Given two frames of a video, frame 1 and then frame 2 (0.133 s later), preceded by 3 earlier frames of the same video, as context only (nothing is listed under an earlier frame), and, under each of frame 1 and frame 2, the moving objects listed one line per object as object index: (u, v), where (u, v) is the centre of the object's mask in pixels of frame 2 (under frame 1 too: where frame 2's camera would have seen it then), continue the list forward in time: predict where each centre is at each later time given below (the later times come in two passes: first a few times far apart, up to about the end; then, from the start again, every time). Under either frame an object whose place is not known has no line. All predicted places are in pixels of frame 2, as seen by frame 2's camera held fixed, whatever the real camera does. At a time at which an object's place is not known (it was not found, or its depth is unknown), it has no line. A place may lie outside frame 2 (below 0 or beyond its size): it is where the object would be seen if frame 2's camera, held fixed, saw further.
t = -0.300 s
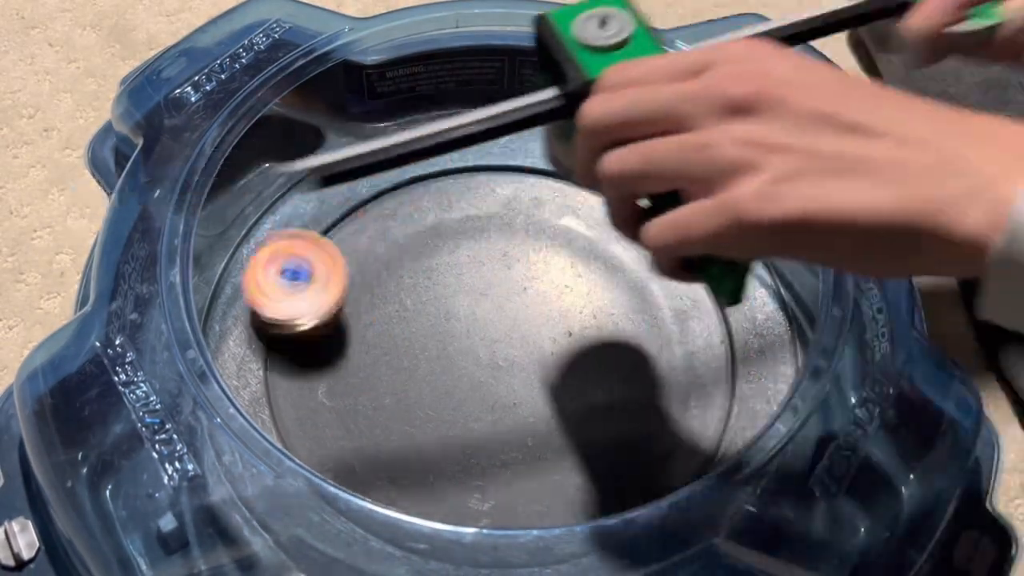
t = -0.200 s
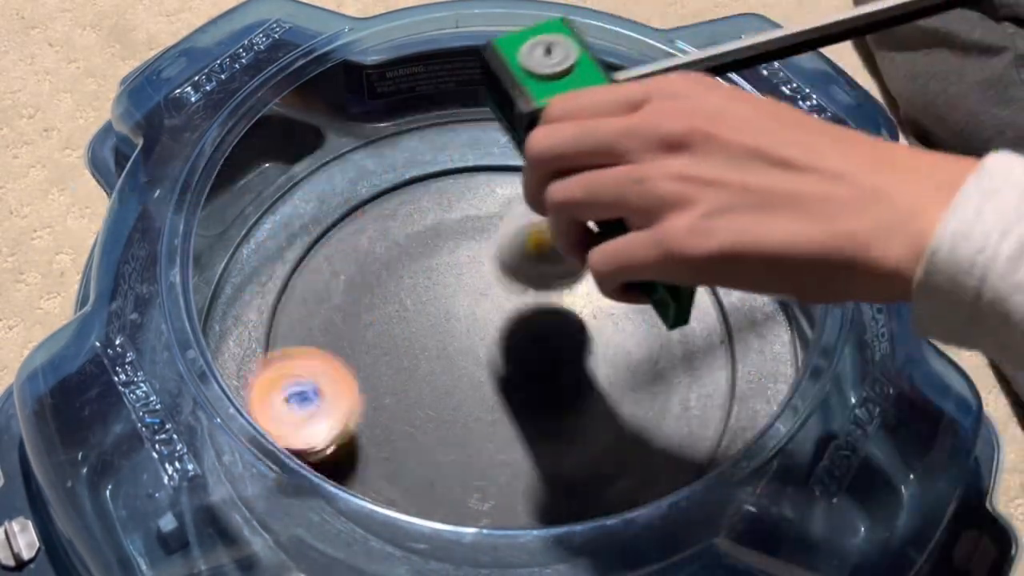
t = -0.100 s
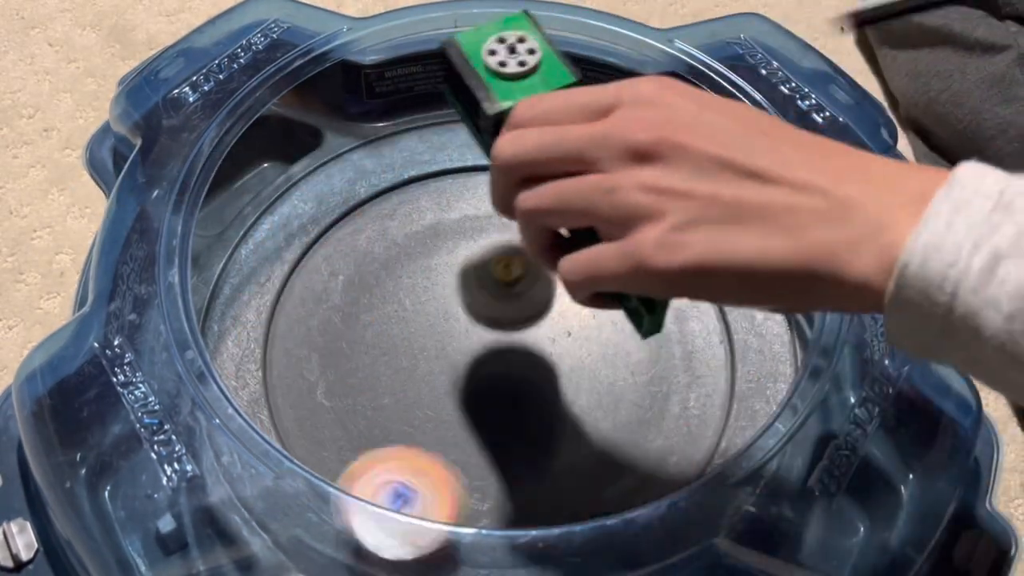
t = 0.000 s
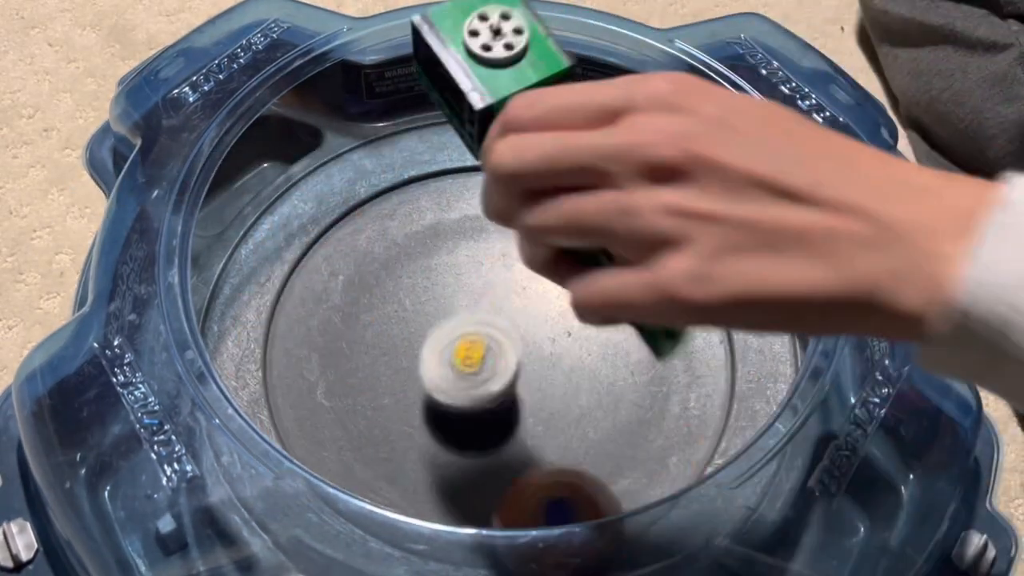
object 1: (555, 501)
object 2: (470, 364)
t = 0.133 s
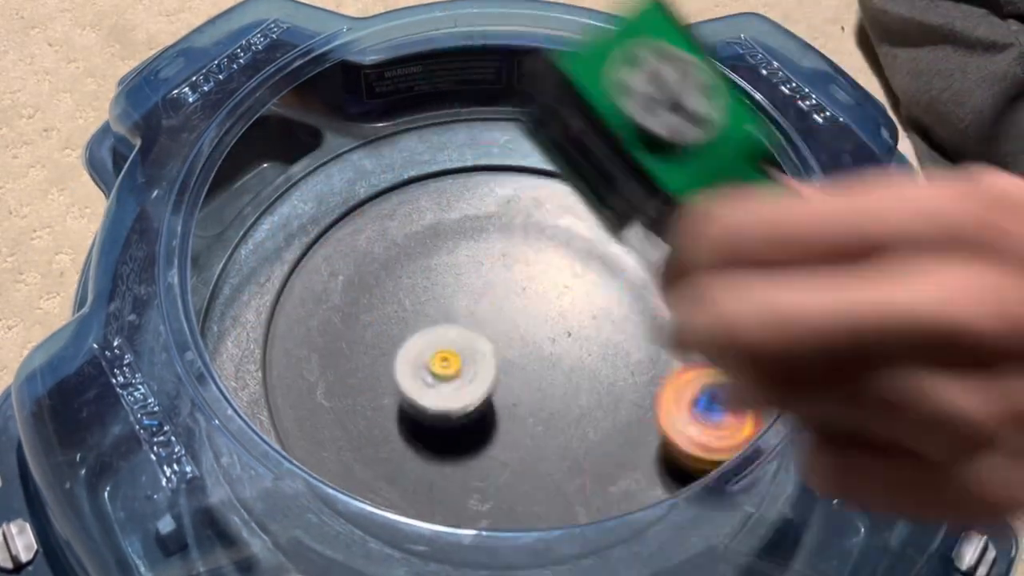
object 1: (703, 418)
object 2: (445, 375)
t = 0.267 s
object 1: (698, 271)
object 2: (450, 341)
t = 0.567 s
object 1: (385, 195)
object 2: (591, 327)
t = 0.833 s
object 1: (318, 437)
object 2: (490, 436)
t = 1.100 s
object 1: (650, 458)
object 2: (391, 247)
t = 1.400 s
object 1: (713, 329)
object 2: (545, 159)
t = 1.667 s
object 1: (532, 465)
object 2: (411, 247)
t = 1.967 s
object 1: (422, 462)
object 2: (401, 319)
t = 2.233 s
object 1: (500, 442)
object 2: (488, 207)
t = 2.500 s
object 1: (388, 359)
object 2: (625, 347)
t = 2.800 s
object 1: (300, 345)
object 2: (427, 382)
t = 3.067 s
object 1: (362, 325)
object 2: (655, 252)
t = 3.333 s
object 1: (509, 260)
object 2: (656, 328)
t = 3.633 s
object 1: (644, 210)
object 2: (433, 302)
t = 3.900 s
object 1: (630, 317)
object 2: (481, 221)
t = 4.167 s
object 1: (560, 450)
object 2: (481, 381)
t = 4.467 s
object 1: (455, 478)
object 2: (359, 381)
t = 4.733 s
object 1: (472, 481)
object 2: (472, 219)
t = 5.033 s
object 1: (558, 376)
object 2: (555, 195)
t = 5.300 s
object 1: (489, 429)
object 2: (554, 172)
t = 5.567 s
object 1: (455, 470)
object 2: (502, 237)
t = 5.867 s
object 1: (409, 471)
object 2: (510, 303)
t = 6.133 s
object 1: (375, 438)
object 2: (548, 302)
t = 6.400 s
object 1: (442, 349)
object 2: (553, 359)
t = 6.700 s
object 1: (486, 286)
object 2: (589, 440)
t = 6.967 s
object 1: (511, 306)
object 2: (519, 408)
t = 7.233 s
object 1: (494, 298)
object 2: (480, 398)
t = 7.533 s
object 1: (516, 292)
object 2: (429, 398)
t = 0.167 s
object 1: (711, 382)
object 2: (445, 368)
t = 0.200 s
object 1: (716, 348)
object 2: (445, 366)
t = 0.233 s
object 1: (710, 306)
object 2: (446, 355)
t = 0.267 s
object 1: (698, 271)
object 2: (450, 341)
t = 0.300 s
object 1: (674, 242)
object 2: (458, 329)
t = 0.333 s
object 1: (646, 217)
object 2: (470, 316)
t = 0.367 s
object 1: (612, 198)
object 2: (486, 308)
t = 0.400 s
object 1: (574, 183)
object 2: (504, 300)
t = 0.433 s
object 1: (536, 174)
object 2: (524, 295)
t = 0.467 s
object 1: (497, 171)
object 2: (543, 296)
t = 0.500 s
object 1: (458, 174)
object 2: (562, 307)
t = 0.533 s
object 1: (421, 181)
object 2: (577, 315)
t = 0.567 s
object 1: (385, 195)
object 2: (591, 327)
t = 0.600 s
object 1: (352, 213)
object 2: (600, 344)
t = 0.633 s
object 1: (324, 236)
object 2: (602, 363)
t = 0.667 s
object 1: (301, 264)
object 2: (598, 381)
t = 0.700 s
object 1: (283, 297)
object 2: (589, 401)
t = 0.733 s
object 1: (273, 331)
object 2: (572, 417)
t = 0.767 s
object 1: (279, 367)
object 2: (549, 429)
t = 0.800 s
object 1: (296, 402)
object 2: (522, 436)
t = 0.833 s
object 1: (318, 437)
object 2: (490, 436)
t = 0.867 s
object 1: (351, 470)
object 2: (459, 427)
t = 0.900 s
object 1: (391, 495)
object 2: (429, 408)
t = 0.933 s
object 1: (436, 512)
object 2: (400, 389)
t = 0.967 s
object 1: (485, 520)
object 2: (380, 363)
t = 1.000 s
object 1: (535, 518)
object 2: (369, 334)
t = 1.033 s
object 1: (580, 508)
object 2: (367, 307)
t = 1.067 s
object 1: (619, 488)
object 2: (374, 275)
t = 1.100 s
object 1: (650, 458)
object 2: (391, 247)
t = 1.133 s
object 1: (676, 433)
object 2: (413, 225)
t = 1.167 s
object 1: (694, 402)
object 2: (442, 203)
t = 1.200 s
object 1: (702, 367)
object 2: (479, 188)
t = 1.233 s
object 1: (701, 332)
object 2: (518, 184)
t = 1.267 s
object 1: (692, 297)
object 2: (557, 182)
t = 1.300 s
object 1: (676, 265)
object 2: (598, 190)
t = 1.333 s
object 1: (699, 272)
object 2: (596, 176)
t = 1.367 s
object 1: (723, 298)
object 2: (572, 162)
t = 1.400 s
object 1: (713, 329)
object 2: (545, 159)
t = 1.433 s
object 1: (698, 356)
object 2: (517, 165)
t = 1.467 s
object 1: (681, 382)
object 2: (493, 173)
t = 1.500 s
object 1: (660, 405)
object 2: (471, 181)
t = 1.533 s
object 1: (637, 422)
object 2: (452, 191)
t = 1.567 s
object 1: (611, 437)
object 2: (437, 203)
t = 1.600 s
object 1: (585, 450)
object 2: (424, 217)
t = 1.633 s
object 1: (558, 460)
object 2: (416, 231)
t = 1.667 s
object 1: (532, 465)
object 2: (411, 247)
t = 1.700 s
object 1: (508, 468)
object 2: (407, 262)
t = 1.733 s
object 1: (487, 467)
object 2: (406, 277)
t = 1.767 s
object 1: (468, 464)
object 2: (407, 291)
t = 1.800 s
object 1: (453, 459)
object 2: (407, 304)
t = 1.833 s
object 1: (440, 454)
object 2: (408, 317)
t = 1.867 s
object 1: (430, 448)
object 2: (410, 327)
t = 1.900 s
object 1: (423, 442)
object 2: (410, 336)
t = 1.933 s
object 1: (418, 436)
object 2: (409, 342)
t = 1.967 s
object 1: (422, 462)
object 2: (401, 319)
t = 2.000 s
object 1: (428, 477)
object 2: (391, 294)
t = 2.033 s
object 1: (427, 507)
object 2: (386, 266)
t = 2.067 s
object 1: (437, 506)
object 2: (390, 241)
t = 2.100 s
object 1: (455, 490)
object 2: (402, 220)
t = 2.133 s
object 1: (469, 484)
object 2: (418, 206)
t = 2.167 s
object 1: (481, 474)
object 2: (440, 198)
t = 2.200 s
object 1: (491, 459)
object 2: (463, 198)
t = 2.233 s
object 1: (500, 442)
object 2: (488, 207)
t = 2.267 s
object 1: (505, 423)
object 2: (512, 224)
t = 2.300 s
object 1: (504, 404)
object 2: (533, 249)
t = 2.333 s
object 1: (501, 388)
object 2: (550, 274)
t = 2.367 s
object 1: (493, 371)
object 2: (562, 306)
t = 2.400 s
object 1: (463, 373)
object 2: (585, 313)
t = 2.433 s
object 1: (435, 373)
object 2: (605, 321)
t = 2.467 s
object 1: (410, 368)
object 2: (619, 332)
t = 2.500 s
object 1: (388, 359)
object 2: (625, 347)
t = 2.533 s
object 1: (364, 352)
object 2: (626, 363)
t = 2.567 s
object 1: (344, 346)
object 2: (619, 383)
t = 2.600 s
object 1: (324, 341)
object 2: (601, 404)
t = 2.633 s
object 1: (308, 340)
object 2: (574, 420)
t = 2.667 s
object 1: (295, 338)
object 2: (544, 424)
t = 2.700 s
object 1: (289, 339)
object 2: (510, 426)
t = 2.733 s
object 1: (286, 341)
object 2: (476, 418)
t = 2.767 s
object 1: (291, 343)
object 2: (447, 400)
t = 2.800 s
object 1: (300, 345)
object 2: (427, 382)
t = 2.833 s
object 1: (305, 345)
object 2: (419, 355)
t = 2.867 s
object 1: (282, 339)
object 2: (459, 332)
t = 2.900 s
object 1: (280, 335)
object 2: (505, 311)
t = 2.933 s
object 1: (290, 334)
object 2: (543, 294)
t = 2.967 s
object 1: (306, 332)
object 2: (579, 280)
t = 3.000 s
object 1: (322, 329)
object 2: (608, 263)
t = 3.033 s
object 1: (342, 326)
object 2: (632, 258)
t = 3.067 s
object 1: (362, 325)
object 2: (655, 252)
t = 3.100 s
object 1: (381, 321)
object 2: (679, 247)
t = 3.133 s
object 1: (403, 315)
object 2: (689, 250)
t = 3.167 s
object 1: (424, 310)
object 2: (695, 257)
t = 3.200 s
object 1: (441, 302)
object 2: (693, 272)
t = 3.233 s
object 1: (459, 294)
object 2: (687, 286)
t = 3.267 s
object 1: (477, 284)
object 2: (679, 299)
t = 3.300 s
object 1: (492, 272)
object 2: (669, 313)
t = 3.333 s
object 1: (509, 260)
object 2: (656, 328)
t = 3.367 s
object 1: (525, 248)
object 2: (635, 345)
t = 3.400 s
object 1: (544, 238)
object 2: (611, 355)
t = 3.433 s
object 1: (560, 226)
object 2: (580, 361)
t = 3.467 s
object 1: (575, 219)
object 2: (549, 364)
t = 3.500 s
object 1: (591, 212)
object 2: (521, 355)
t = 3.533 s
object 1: (608, 207)
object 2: (492, 348)
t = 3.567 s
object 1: (623, 204)
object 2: (471, 333)
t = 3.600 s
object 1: (638, 202)
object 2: (449, 319)
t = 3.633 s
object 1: (644, 210)
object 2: (433, 302)
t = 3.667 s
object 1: (644, 219)
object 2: (421, 281)
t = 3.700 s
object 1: (643, 229)
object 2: (413, 262)
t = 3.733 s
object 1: (643, 240)
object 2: (413, 243)
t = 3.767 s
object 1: (643, 253)
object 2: (418, 226)
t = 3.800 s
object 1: (643, 267)
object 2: (431, 214)
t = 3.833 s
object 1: (640, 282)
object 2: (447, 209)
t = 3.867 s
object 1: (634, 300)
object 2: (464, 213)
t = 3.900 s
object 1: (630, 317)
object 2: (481, 221)
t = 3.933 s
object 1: (624, 335)
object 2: (495, 236)
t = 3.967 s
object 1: (618, 354)
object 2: (506, 253)
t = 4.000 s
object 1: (611, 372)
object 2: (511, 275)
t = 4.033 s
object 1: (602, 389)
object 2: (514, 301)
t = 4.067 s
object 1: (593, 405)
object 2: (512, 323)
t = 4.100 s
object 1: (583, 421)
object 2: (506, 343)
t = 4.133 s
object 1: (572, 435)
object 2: (494, 364)
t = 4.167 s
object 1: (560, 450)
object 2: (481, 381)
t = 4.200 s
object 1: (548, 463)
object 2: (465, 395)
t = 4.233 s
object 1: (535, 474)
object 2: (443, 409)
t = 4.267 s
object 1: (522, 480)
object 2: (423, 421)
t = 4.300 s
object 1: (509, 483)
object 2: (402, 422)
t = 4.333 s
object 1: (497, 486)
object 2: (382, 417)
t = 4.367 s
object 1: (485, 487)
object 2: (365, 412)
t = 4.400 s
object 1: (475, 486)
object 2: (357, 402)
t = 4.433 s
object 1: (466, 483)
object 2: (355, 393)
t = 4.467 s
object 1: (455, 478)
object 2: (359, 381)
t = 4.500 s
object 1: (448, 472)
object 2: (368, 371)
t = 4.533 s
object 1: (441, 461)
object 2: (382, 360)
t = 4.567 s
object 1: (435, 447)
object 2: (397, 350)
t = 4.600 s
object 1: (430, 433)
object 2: (418, 336)
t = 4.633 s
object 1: (435, 452)
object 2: (430, 304)
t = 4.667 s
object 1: (444, 465)
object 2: (443, 274)
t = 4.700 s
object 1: (458, 474)
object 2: (457, 243)
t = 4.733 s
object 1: (472, 481)
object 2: (472, 219)
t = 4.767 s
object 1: (488, 484)
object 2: (485, 203)
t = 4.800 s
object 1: (506, 484)
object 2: (495, 189)
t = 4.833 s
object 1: (524, 480)
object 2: (505, 177)
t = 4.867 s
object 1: (538, 471)
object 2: (515, 167)
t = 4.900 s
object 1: (550, 454)
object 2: (524, 162)
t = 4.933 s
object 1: (558, 433)
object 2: (532, 168)
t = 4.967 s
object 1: (560, 414)
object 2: (540, 176)
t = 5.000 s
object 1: (560, 395)
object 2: (547, 186)
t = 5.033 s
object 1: (558, 376)
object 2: (555, 195)
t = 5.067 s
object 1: (555, 359)
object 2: (560, 211)
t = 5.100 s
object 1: (551, 340)
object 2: (562, 229)
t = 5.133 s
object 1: (543, 334)
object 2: (562, 236)
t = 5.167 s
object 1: (530, 363)
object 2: (560, 214)
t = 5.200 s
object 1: (516, 384)
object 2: (562, 198)
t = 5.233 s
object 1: (507, 402)
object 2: (559, 185)
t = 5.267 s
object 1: (497, 417)
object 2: (558, 178)
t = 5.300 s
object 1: (489, 429)
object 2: (554, 172)
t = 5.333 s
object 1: (482, 440)
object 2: (549, 168)
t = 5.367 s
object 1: (473, 452)
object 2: (542, 169)
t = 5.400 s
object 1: (464, 462)
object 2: (537, 169)
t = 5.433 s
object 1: (459, 470)
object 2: (527, 180)
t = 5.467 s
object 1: (455, 473)
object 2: (519, 191)
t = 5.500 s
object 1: (454, 474)
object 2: (512, 204)
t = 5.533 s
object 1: (453, 473)
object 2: (506, 218)
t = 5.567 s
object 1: (455, 470)
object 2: (502, 237)
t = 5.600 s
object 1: (455, 463)
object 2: (498, 253)
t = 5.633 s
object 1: (457, 451)
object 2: (493, 273)
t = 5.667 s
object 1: (458, 437)
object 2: (488, 295)
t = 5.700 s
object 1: (459, 422)
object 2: (485, 321)
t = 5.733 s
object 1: (448, 420)
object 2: (482, 329)
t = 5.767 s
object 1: (434, 444)
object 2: (489, 319)
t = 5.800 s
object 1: (421, 458)
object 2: (497, 312)
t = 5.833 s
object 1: (413, 468)
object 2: (505, 308)
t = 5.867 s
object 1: (409, 471)
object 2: (510, 303)
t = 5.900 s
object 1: (403, 472)
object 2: (517, 302)
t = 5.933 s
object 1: (395, 471)
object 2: (522, 297)
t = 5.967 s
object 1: (387, 469)
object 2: (530, 295)
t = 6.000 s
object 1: (379, 463)
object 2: (534, 292)
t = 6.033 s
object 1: (375, 460)
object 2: (541, 296)
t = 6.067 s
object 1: (372, 455)
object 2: (543, 296)
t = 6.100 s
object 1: (372, 448)
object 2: (546, 298)
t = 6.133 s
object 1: (375, 438)
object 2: (548, 302)
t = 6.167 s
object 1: (379, 423)
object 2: (549, 305)
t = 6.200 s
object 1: (388, 411)
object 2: (549, 312)
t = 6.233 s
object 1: (398, 401)
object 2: (546, 321)
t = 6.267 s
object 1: (410, 390)
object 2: (545, 327)
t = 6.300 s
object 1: (423, 381)
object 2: (541, 336)
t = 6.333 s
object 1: (439, 371)
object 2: (537, 340)
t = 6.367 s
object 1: (440, 359)
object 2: (544, 350)
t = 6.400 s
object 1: (442, 349)
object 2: (553, 359)
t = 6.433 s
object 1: (448, 340)
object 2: (556, 365)
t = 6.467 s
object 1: (460, 332)
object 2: (556, 371)
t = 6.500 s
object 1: (474, 330)
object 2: (557, 383)
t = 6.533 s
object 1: (468, 317)
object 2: (572, 401)
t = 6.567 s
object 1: (467, 304)
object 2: (587, 415)
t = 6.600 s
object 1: (469, 294)
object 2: (594, 425)
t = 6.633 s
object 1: (476, 291)
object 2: (594, 430)
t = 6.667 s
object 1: (481, 288)
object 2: (591, 436)
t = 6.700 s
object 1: (486, 286)
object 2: (589, 440)
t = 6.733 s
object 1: (491, 286)
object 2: (583, 441)
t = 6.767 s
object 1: (495, 288)
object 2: (576, 441)
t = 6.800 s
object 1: (498, 292)
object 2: (569, 435)
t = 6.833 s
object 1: (502, 293)
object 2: (559, 432)
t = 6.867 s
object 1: (507, 299)
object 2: (545, 420)
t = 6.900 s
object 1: (510, 309)
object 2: (533, 413)
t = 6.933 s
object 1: (511, 311)
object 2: (523, 405)
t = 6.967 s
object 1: (511, 306)
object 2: (519, 408)
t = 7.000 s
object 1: (507, 297)
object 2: (518, 410)
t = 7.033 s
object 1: (509, 294)
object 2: (516, 408)
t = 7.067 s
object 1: (509, 294)
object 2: (512, 406)
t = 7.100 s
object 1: (509, 294)
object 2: (508, 405)
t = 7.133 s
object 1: (506, 297)
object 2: (500, 403)
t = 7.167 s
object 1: (499, 297)
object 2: (494, 403)
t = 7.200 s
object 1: (494, 297)
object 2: (489, 401)
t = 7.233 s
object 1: (494, 298)
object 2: (480, 398)
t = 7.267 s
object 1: (493, 300)
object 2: (474, 394)
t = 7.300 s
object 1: (495, 301)
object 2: (471, 387)
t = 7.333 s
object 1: (499, 295)
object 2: (463, 392)
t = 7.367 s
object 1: (506, 289)
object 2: (455, 399)
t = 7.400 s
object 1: (510, 284)
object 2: (450, 404)
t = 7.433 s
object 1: (512, 282)
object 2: (442, 404)
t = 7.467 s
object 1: (516, 286)
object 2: (436, 404)
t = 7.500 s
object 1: (517, 289)
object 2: (432, 402)
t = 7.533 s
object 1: (516, 292)
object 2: (429, 398)
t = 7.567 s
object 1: (513, 298)
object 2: (428, 394)
